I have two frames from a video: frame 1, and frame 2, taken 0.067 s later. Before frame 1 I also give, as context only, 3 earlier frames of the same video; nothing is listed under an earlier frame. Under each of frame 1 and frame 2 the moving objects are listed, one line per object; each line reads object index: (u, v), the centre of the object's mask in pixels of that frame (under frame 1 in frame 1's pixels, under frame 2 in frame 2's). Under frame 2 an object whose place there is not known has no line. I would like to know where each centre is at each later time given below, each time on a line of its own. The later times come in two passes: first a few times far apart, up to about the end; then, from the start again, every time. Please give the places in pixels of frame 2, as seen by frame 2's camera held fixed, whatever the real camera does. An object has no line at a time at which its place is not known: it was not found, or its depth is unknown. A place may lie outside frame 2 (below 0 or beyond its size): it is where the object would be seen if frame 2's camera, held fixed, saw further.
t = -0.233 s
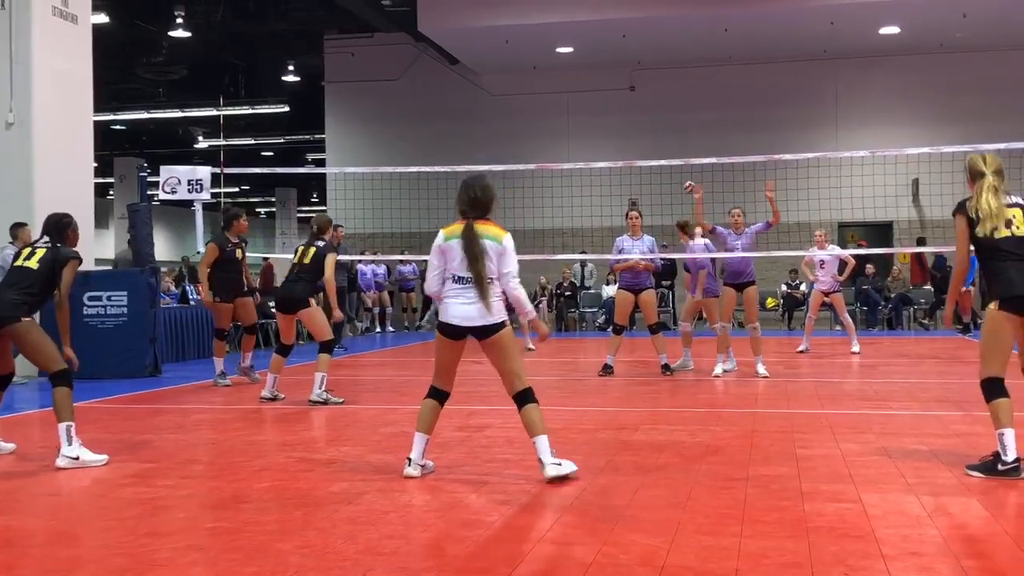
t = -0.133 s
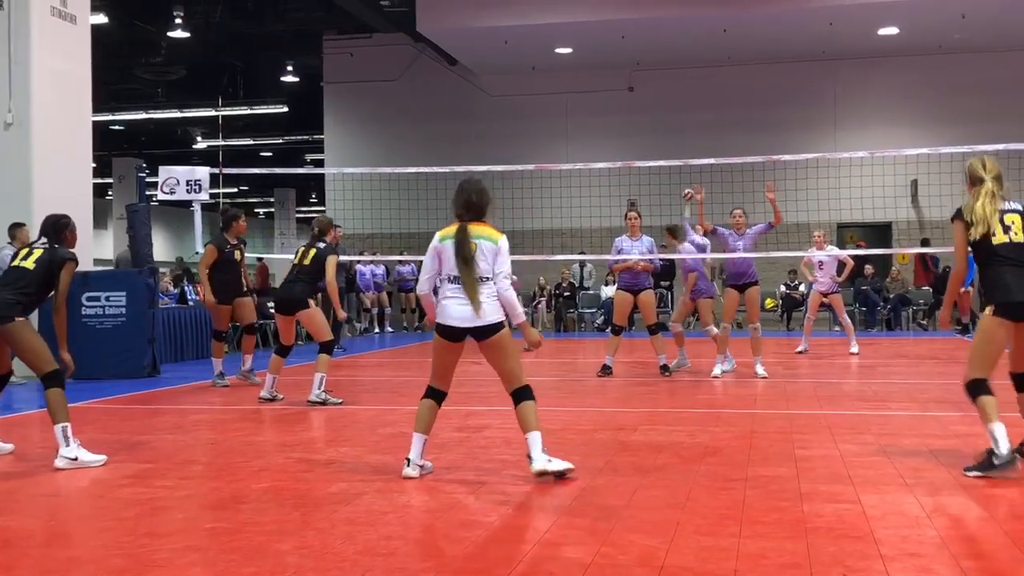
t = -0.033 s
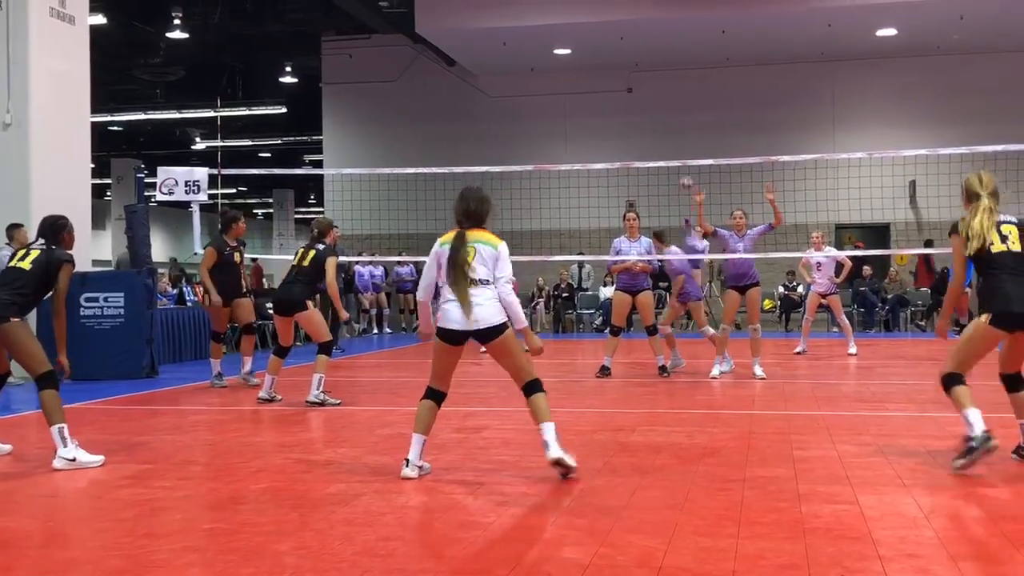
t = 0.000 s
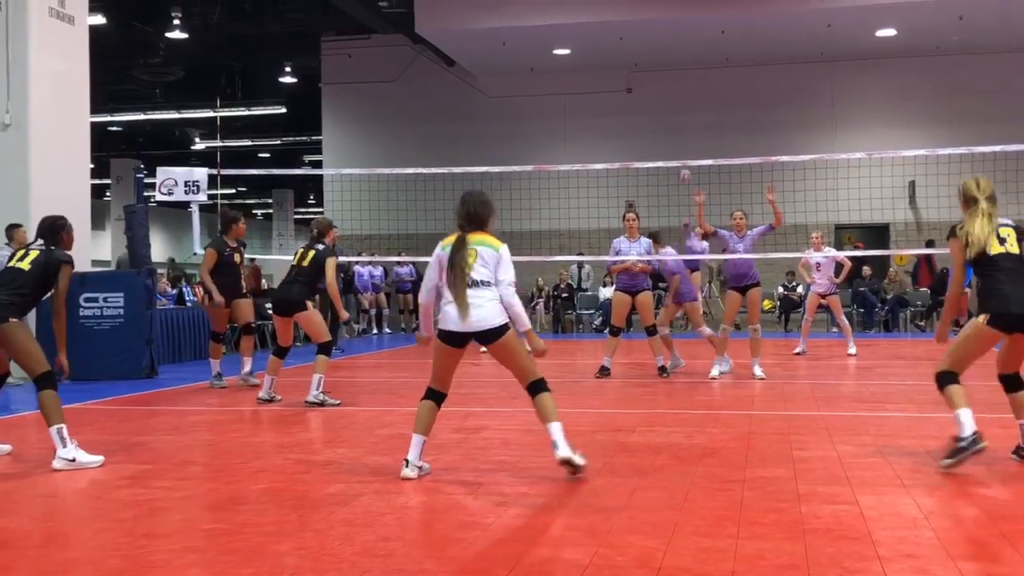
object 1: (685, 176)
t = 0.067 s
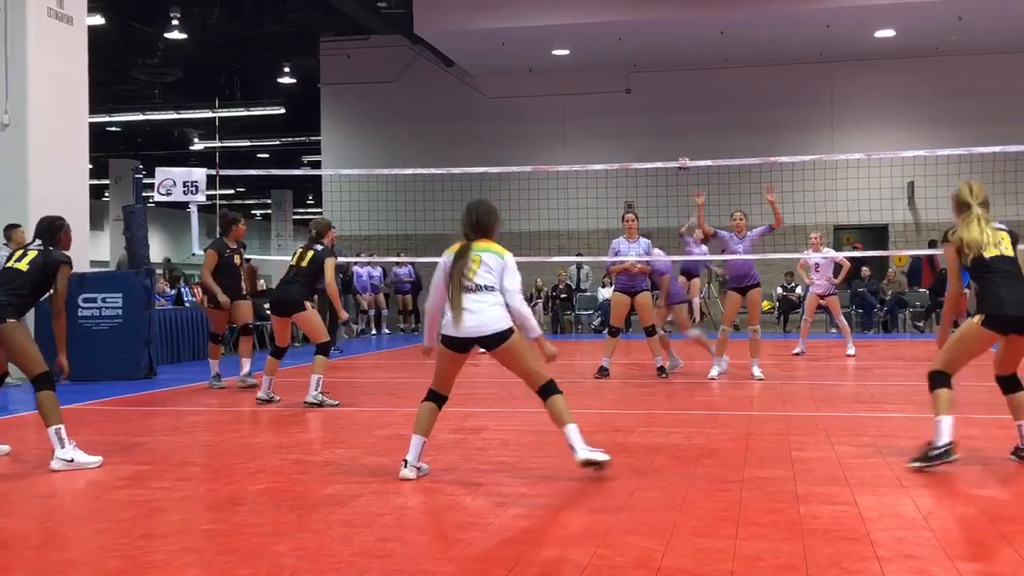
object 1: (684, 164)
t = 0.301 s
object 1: (680, 134)
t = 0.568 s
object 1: (673, 142)
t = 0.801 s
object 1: (662, 225)
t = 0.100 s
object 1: (683, 156)
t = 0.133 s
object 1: (683, 152)
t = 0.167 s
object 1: (683, 149)
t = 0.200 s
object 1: (682, 144)
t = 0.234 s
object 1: (682, 141)
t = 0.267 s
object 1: (680, 137)
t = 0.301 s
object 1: (680, 134)
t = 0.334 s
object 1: (679, 133)
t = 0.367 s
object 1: (678, 132)
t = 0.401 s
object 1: (677, 131)
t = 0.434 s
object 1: (676, 131)
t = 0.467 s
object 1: (675, 131)
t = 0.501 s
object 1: (675, 134)
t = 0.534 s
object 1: (674, 138)
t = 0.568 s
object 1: (673, 142)
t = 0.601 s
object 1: (672, 148)
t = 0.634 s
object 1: (671, 156)
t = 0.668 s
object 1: (670, 166)
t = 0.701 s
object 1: (668, 177)
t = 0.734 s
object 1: (666, 190)
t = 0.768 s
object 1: (664, 207)
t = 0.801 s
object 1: (662, 225)
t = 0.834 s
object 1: (661, 247)
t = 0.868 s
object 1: (658, 278)
